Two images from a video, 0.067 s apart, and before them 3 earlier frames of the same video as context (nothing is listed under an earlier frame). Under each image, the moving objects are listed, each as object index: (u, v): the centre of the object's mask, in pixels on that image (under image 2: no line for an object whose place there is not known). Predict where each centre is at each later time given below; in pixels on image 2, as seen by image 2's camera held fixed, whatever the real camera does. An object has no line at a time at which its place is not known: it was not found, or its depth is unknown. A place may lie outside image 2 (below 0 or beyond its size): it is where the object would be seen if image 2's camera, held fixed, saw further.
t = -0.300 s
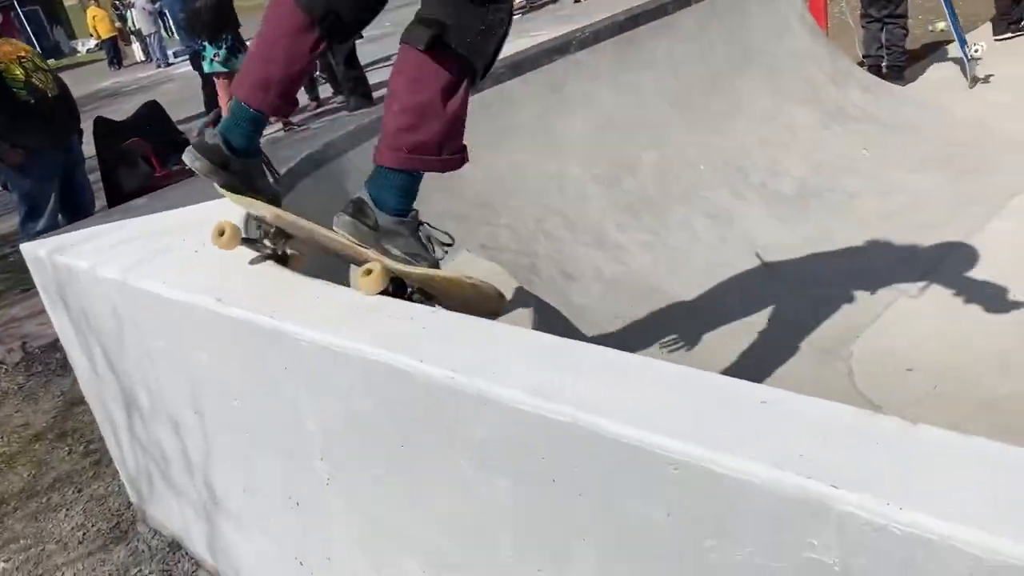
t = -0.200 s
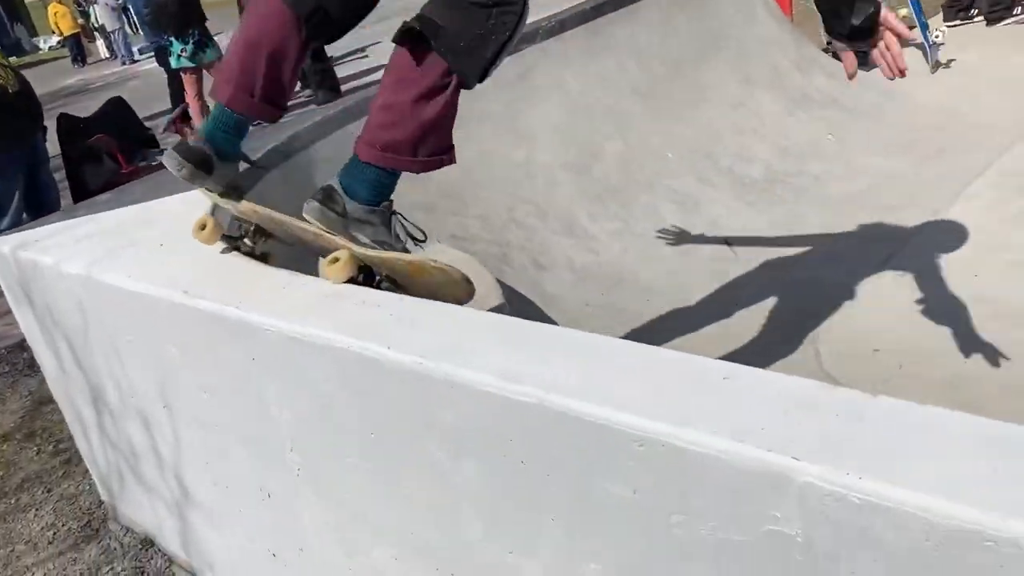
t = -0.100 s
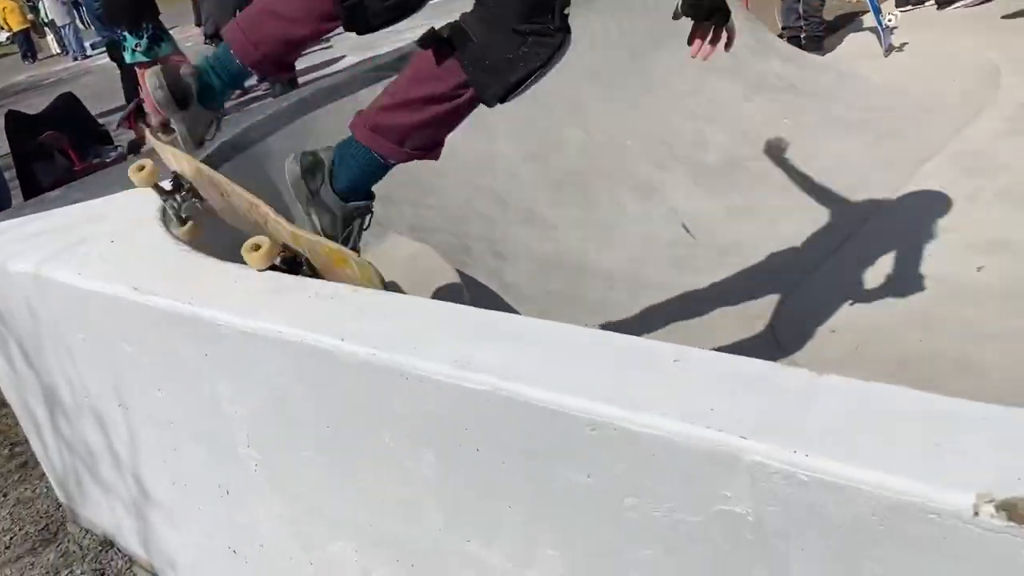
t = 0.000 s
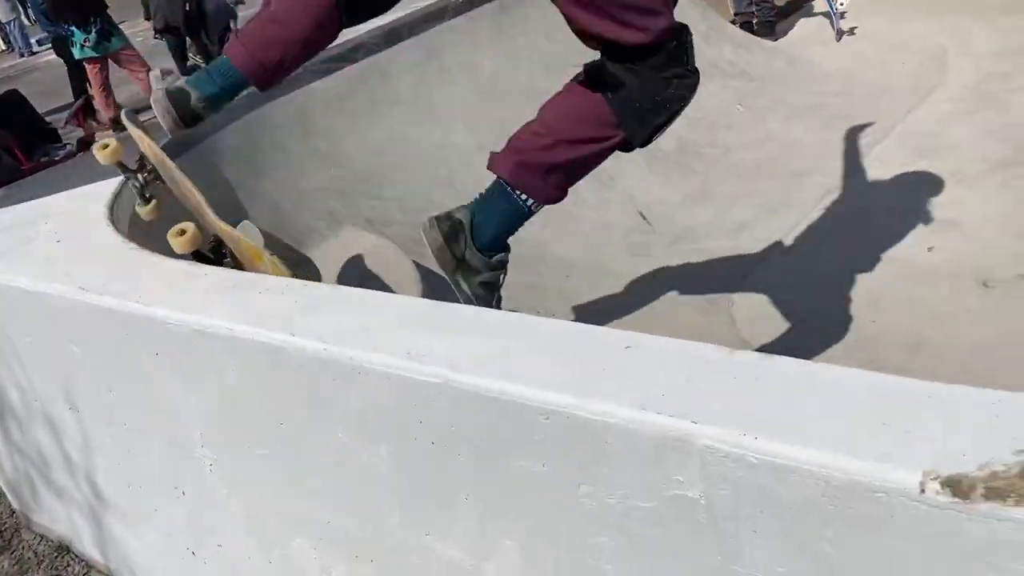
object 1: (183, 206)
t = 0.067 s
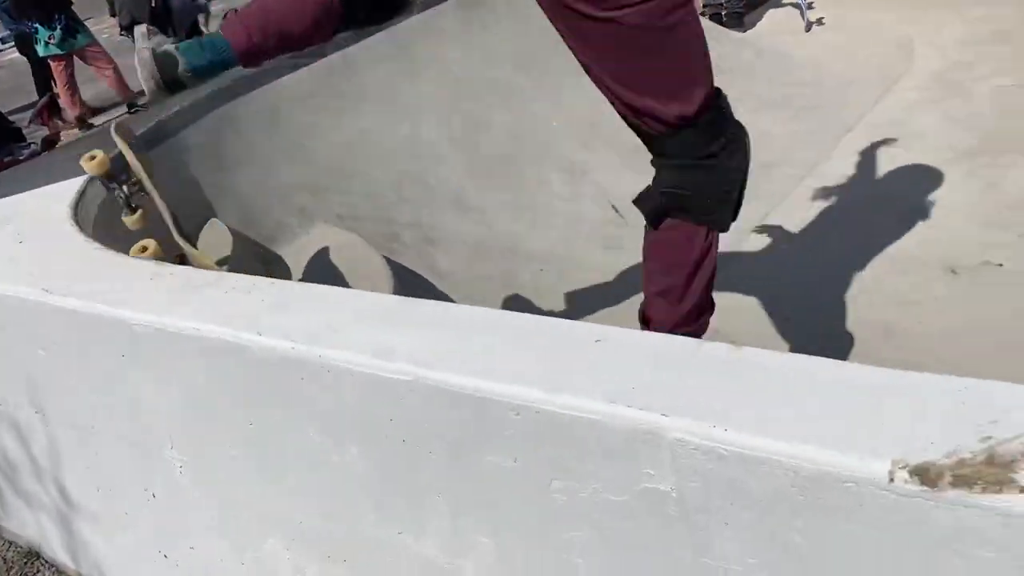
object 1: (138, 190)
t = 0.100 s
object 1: (152, 201)
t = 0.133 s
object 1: (165, 213)
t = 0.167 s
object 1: (178, 224)
